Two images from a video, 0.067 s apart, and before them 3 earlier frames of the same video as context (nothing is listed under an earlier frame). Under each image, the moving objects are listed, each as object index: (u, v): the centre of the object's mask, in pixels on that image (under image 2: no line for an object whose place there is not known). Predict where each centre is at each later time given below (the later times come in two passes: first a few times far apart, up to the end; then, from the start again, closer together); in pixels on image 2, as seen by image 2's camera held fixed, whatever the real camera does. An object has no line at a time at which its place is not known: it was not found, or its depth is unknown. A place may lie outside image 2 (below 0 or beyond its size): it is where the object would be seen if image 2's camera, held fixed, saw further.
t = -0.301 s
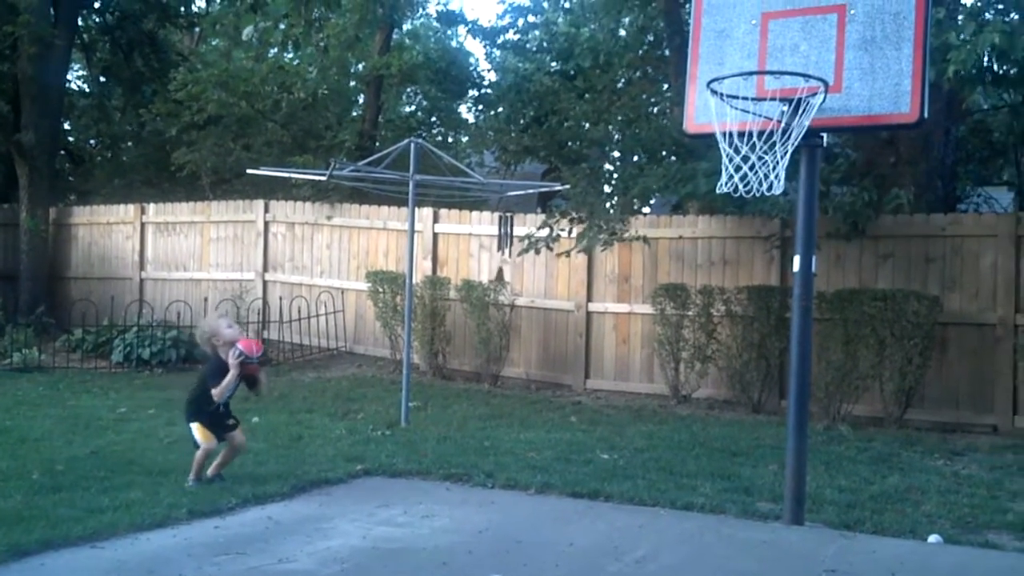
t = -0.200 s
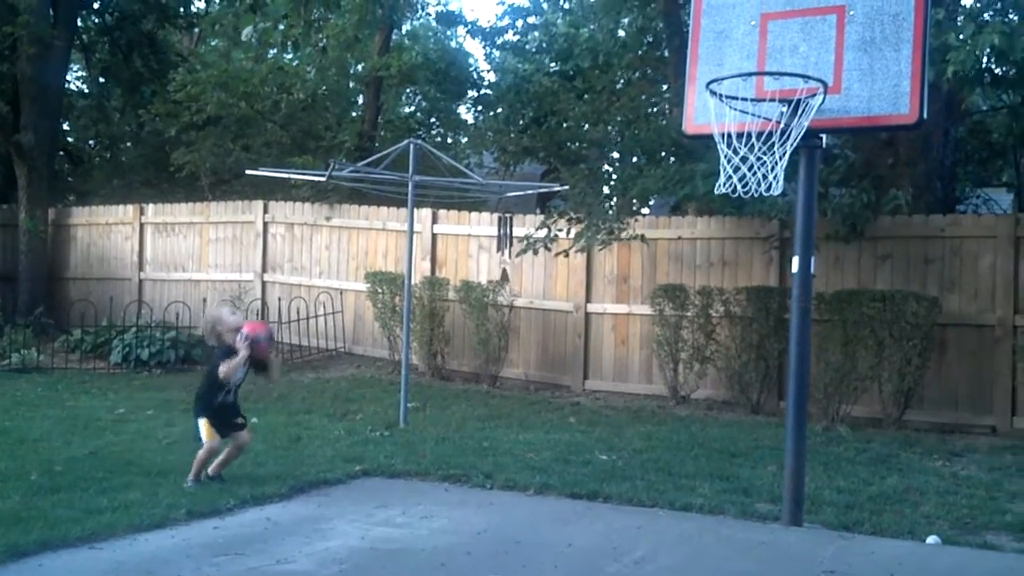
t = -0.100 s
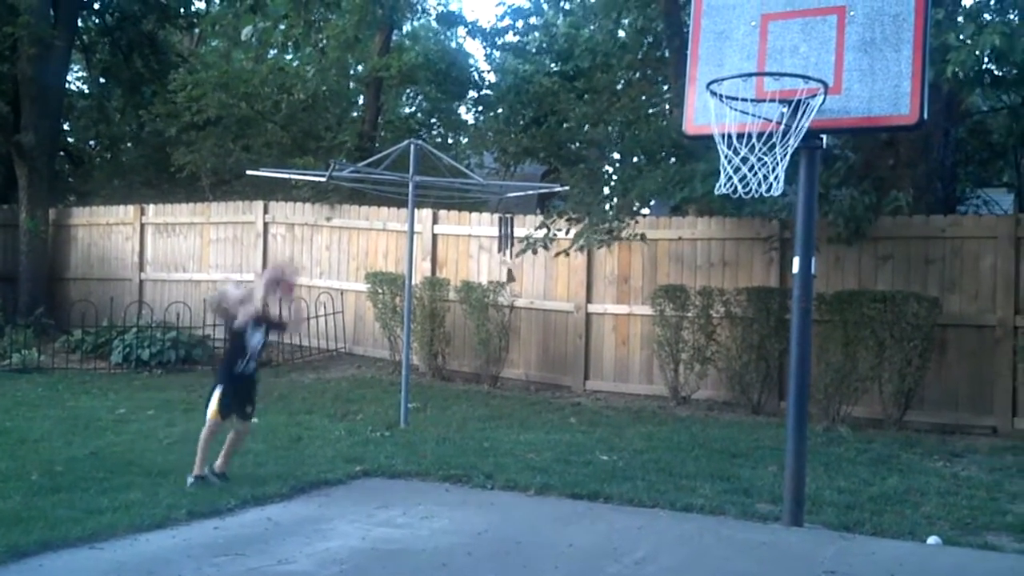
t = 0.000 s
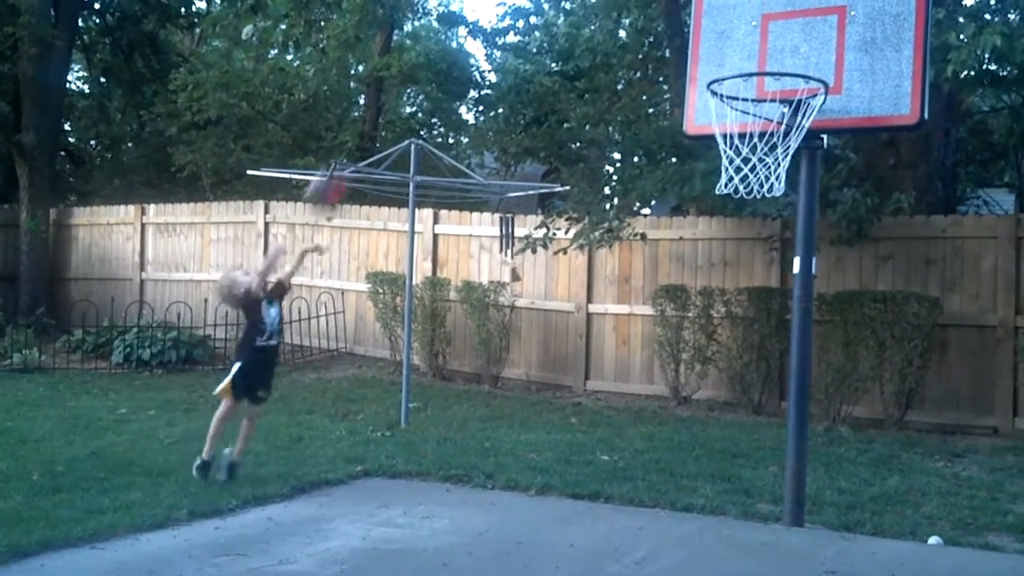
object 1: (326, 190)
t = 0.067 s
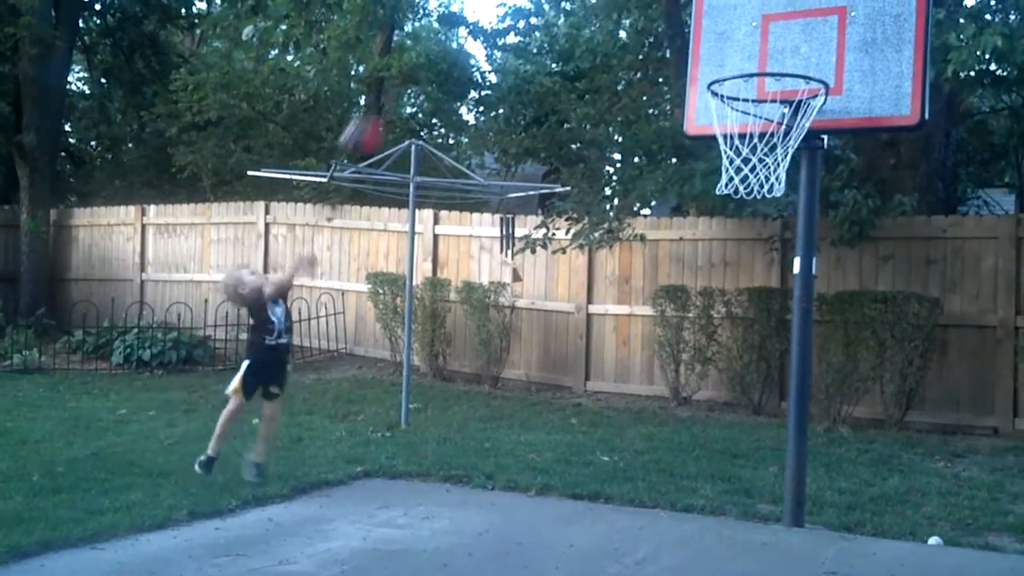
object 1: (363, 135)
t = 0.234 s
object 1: (454, 32)
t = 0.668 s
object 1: (728, 38)
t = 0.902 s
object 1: (847, 121)
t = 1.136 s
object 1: (863, 158)
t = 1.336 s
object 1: (873, 310)
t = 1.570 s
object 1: (878, 486)
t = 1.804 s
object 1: (857, 318)
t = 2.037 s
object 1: (831, 289)
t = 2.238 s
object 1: (804, 370)
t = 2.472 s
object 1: (776, 482)
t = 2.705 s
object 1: (760, 376)
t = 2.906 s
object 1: (741, 386)
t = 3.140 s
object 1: (714, 510)
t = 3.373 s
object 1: (693, 416)
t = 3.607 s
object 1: (667, 446)
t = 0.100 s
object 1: (380, 110)
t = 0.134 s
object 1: (400, 85)
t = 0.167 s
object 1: (419, 67)
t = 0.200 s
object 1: (436, 51)
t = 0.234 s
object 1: (454, 32)
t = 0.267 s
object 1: (471, 23)
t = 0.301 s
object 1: (496, 10)
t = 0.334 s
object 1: (514, 7)
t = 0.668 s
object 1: (728, 38)
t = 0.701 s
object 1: (752, 56)
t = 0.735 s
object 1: (777, 81)
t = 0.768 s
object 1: (801, 108)
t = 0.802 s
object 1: (827, 131)
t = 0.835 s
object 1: (835, 128)
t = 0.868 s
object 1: (839, 122)
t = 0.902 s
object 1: (847, 121)
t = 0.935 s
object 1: (850, 119)
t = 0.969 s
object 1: (852, 119)
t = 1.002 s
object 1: (853, 120)
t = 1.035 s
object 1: (856, 129)
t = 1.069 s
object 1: (858, 136)
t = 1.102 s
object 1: (861, 147)
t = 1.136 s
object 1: (863, 158)
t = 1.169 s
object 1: (865, 174)
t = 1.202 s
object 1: (867, 195)
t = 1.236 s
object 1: (869, 218)
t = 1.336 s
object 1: (873, 310)
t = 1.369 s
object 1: (873, 340)
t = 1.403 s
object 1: (875, 383)
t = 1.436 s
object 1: (877, 428)
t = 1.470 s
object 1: (880, 469)
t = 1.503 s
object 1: (881, 517)
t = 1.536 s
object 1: (881, 517)
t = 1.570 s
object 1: (878, 486)
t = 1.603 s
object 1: (876, 455)
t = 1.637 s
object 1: (873, 424)
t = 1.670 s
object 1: (870, 398)
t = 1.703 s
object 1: (866, 374)
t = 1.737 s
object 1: (862, 352)
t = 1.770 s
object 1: (860, 334)
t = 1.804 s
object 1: (857, 318)
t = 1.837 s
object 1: (853, 306)
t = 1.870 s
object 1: (850, 297)
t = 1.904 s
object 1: (846, 290)
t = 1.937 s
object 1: (844, 285)
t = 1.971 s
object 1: (840, 283)
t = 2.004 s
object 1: (836, 285)
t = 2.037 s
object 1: (831, 289)
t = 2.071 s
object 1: (827, 295)
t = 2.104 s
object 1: (823, 305)
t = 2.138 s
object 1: (819, 317)
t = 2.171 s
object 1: (815, 332)
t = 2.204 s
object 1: (811, 350)
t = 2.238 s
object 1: (804, 370)
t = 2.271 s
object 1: (800, 393)
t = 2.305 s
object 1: (796, 419)
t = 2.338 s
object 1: (792, 448)
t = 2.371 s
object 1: (787, 482)
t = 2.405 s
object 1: (783, 518)
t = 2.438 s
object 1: (778, 507)
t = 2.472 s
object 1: (776, 482)
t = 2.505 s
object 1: (774, 458)
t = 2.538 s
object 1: (773, 439)
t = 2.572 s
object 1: (771, 420)
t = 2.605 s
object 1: (768, 406)
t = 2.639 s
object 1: (766, 393)
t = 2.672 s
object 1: (764, 384)
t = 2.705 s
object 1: (760, 376)
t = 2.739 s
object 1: (758, 371)
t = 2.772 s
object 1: (755, 369)
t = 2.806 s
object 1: (752, 369)
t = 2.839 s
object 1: (749, 372)
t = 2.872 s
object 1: (745, 379)
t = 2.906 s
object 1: (741, 386)
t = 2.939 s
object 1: (736, 398)
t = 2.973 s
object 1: (733, 412)
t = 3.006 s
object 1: (729, 428)
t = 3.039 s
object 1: (727, 448)
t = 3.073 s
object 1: (723, 471)
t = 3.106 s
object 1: (718, 495)
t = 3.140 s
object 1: (714, 510)
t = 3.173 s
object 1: (711, 490)
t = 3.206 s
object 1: (709, 471)
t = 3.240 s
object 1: (707, 454)
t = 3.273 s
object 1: (703, 441)
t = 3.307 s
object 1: (700, 430)
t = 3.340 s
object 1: (697, 422)
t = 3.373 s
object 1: (693, 416)
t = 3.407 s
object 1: (690, 413)
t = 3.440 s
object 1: (687, 412)
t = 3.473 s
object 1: (682, 413)
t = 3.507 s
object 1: (678, 417)
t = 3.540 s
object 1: (675, 424)
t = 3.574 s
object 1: (671, 433)
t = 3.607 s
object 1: (667, 446)
